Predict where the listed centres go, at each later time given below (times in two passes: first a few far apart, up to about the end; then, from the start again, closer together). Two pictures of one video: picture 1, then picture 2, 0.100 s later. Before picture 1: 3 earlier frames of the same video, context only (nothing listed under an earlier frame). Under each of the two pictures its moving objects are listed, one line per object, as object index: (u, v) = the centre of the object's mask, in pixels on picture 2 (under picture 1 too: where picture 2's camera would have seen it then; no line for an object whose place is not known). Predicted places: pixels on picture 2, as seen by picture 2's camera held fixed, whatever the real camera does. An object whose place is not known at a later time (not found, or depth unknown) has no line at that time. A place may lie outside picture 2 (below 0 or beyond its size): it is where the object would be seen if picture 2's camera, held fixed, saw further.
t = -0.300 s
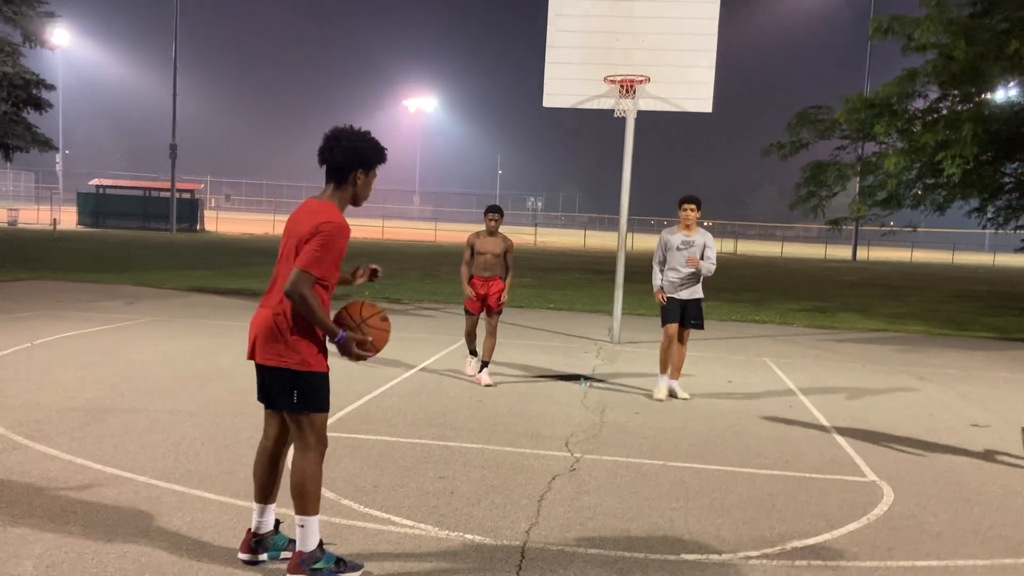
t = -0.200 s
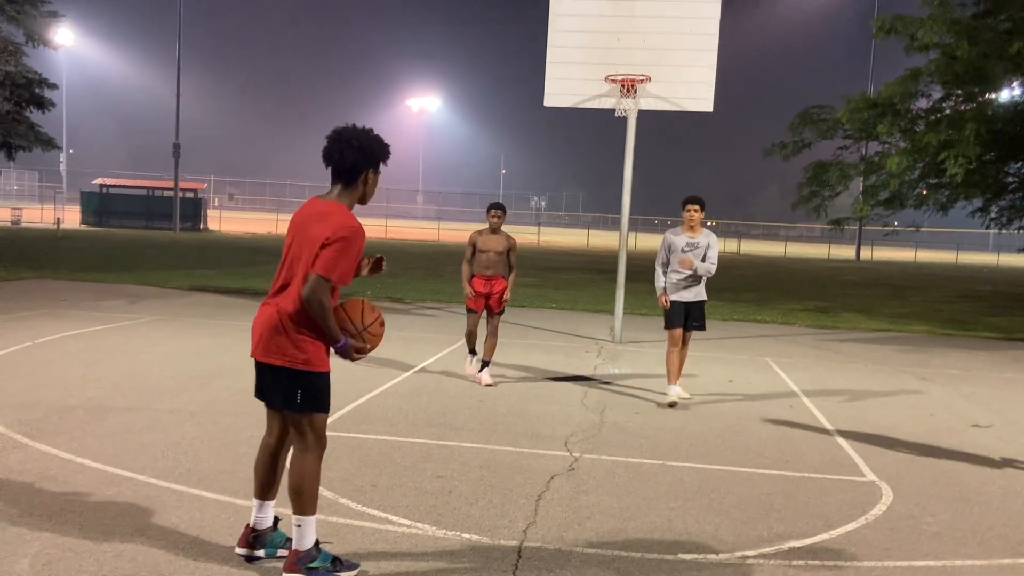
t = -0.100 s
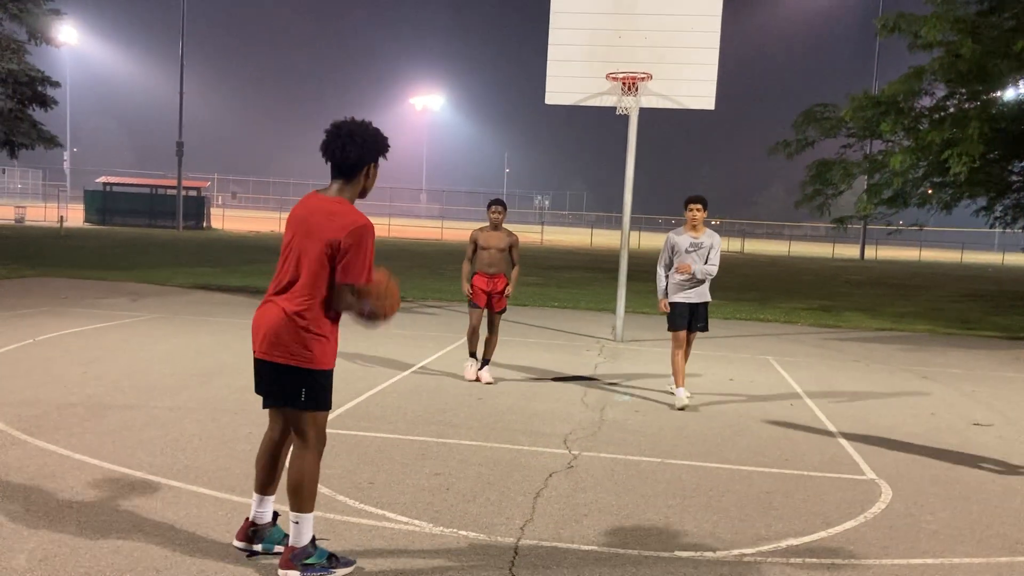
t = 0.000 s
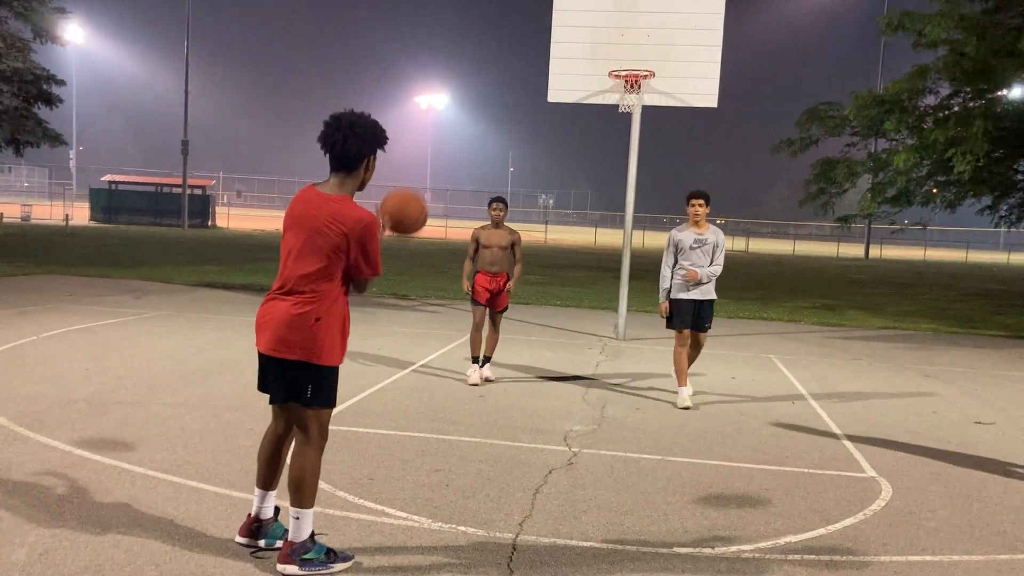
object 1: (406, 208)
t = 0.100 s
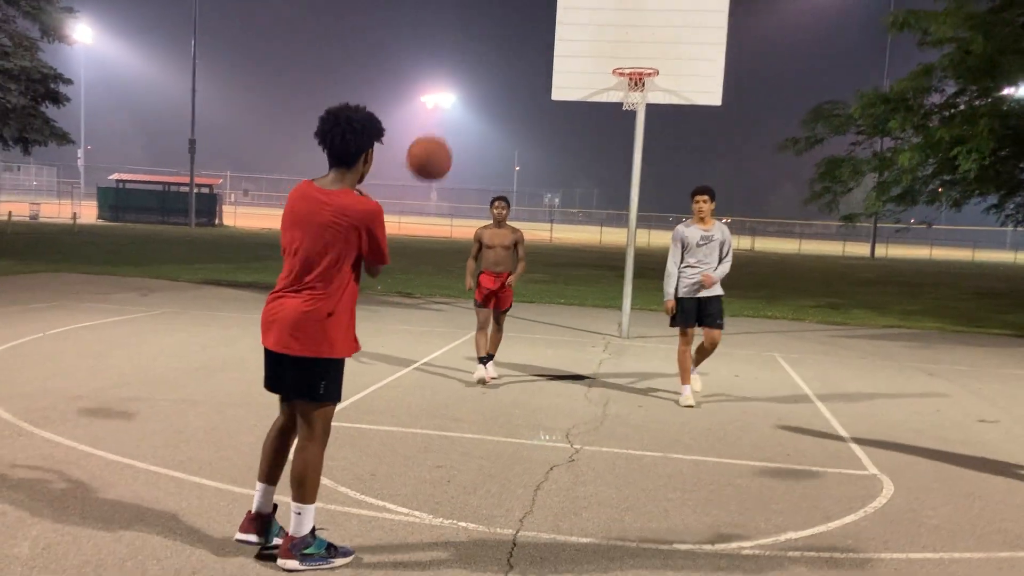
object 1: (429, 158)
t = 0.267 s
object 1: (459, 123)
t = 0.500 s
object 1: (489, 154)
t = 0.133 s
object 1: (436, 147)
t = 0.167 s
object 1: (442, 137)
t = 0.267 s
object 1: (459, 123)
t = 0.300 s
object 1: (464, 122)
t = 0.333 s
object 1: (469, 123)
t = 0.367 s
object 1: (473, 126)
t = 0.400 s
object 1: (478, 131)
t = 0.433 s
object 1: (482, 137)
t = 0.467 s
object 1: (486, 145)
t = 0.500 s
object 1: (489, 154)
